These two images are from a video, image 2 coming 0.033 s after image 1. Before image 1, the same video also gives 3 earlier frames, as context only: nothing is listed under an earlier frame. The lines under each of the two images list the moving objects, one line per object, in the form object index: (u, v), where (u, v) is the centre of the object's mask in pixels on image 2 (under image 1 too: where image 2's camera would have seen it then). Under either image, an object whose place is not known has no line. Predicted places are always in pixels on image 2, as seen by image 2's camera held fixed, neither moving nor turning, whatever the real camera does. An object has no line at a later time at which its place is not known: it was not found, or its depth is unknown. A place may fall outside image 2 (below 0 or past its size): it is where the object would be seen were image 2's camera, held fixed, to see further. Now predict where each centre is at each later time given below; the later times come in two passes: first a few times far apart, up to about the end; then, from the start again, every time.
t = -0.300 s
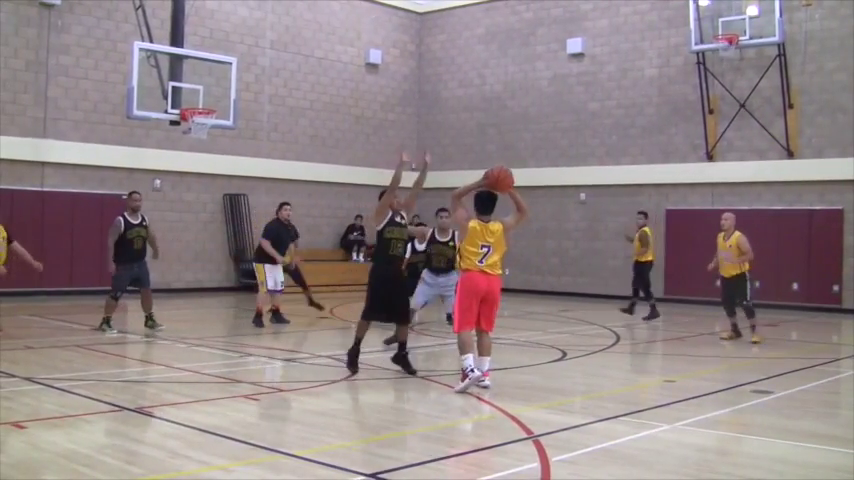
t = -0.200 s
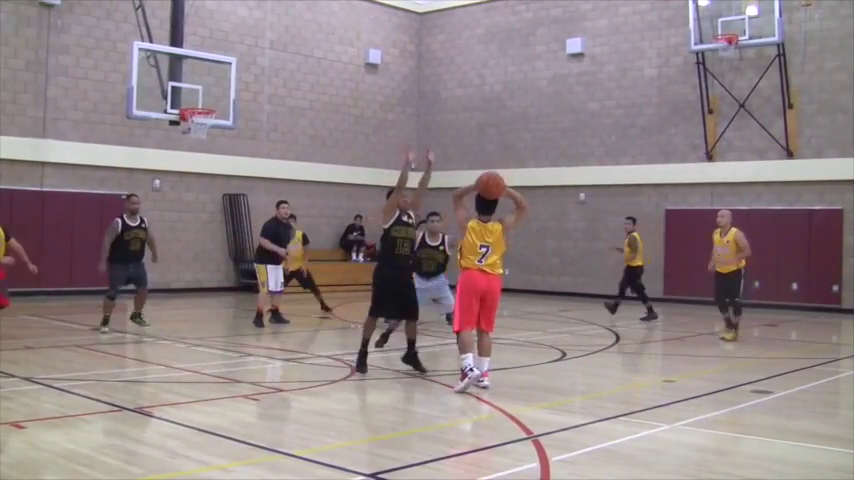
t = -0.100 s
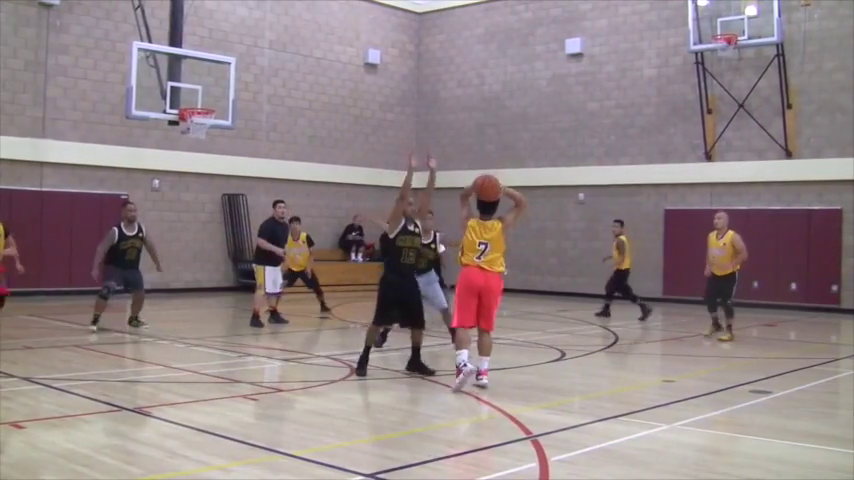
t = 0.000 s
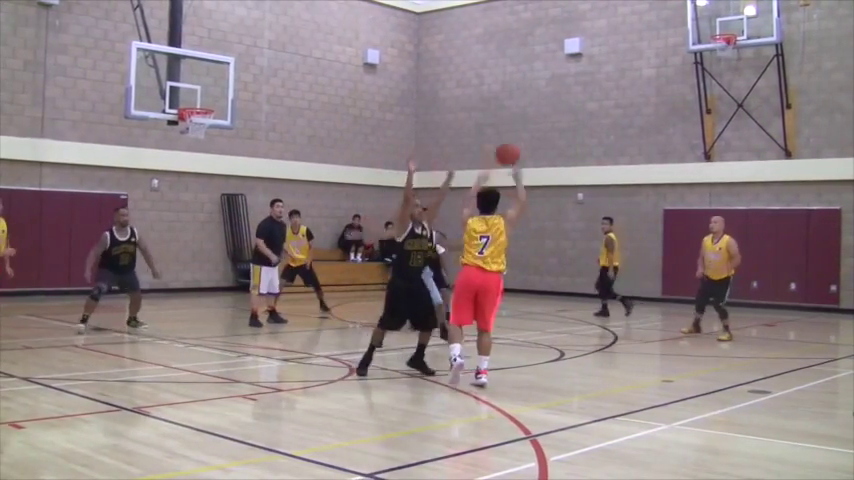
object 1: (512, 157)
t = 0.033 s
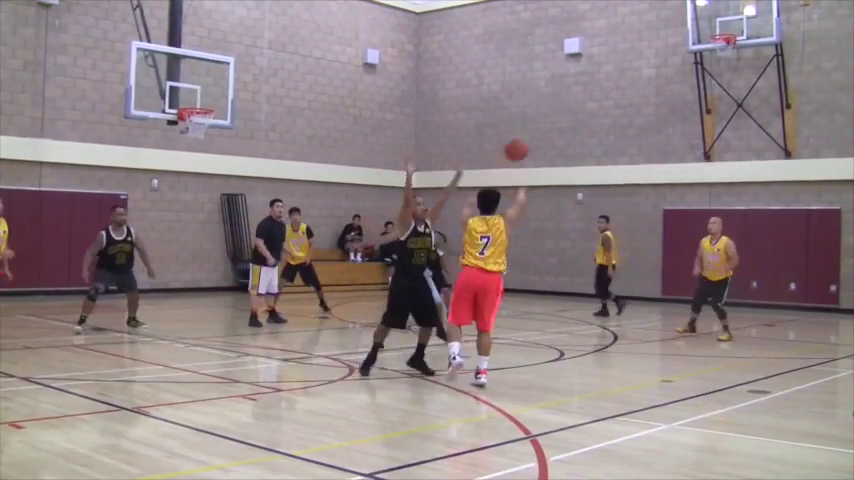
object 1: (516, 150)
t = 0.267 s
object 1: (559, 156)
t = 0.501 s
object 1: (588, 197)
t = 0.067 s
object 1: (526, 147)
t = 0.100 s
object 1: (533, 148)
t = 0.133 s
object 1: (538, 149)
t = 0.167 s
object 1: (543, 148)
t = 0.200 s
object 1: (549, 150)
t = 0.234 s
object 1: (555, 153)
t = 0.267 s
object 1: (559, 156)
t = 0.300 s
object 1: (564, 160)
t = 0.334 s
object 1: (569, 166)
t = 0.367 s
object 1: (575, 171)
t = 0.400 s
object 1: (578, 177)
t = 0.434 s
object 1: (583, 183)
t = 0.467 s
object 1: (585, 190)
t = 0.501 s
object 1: (588, 197)
